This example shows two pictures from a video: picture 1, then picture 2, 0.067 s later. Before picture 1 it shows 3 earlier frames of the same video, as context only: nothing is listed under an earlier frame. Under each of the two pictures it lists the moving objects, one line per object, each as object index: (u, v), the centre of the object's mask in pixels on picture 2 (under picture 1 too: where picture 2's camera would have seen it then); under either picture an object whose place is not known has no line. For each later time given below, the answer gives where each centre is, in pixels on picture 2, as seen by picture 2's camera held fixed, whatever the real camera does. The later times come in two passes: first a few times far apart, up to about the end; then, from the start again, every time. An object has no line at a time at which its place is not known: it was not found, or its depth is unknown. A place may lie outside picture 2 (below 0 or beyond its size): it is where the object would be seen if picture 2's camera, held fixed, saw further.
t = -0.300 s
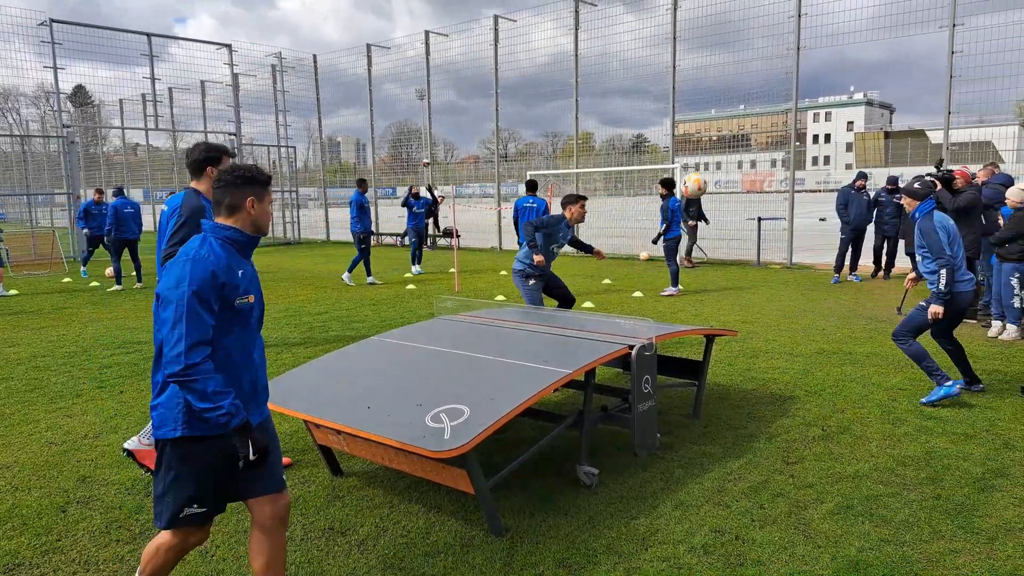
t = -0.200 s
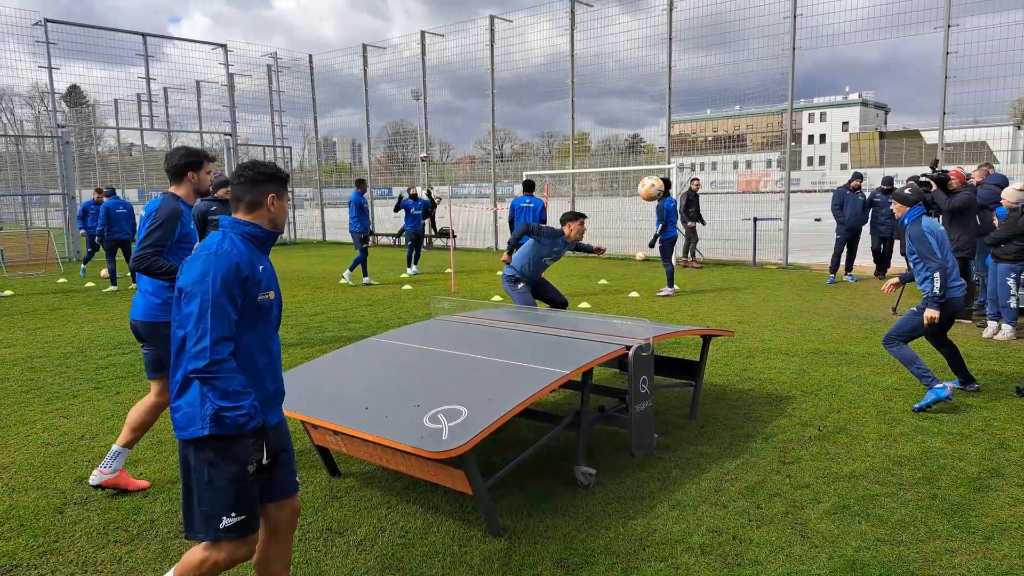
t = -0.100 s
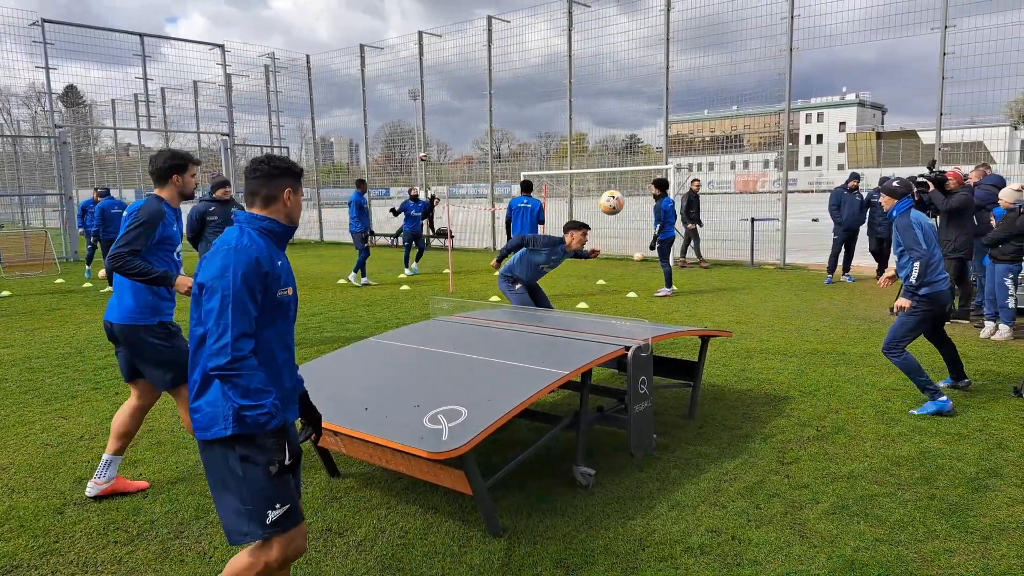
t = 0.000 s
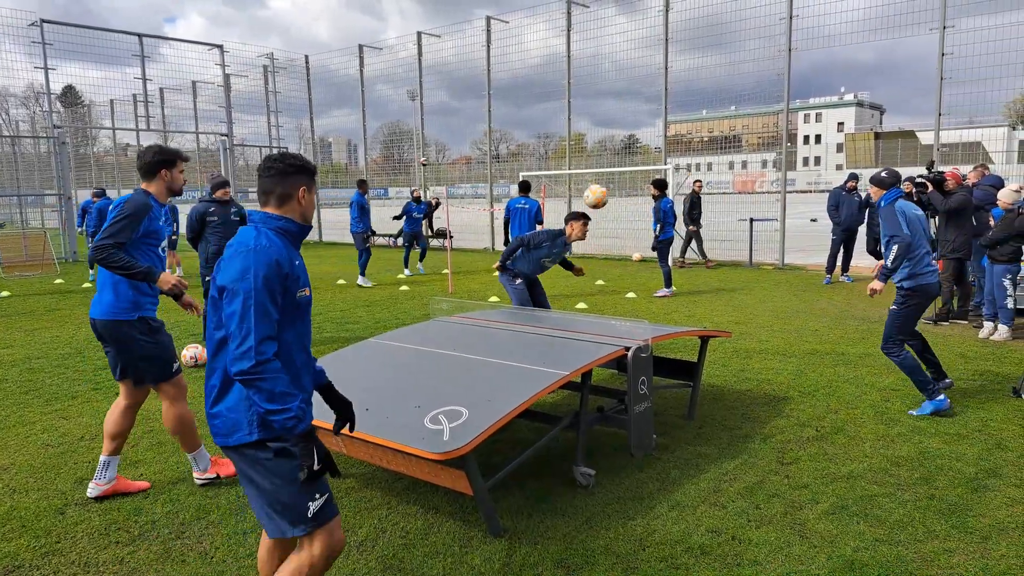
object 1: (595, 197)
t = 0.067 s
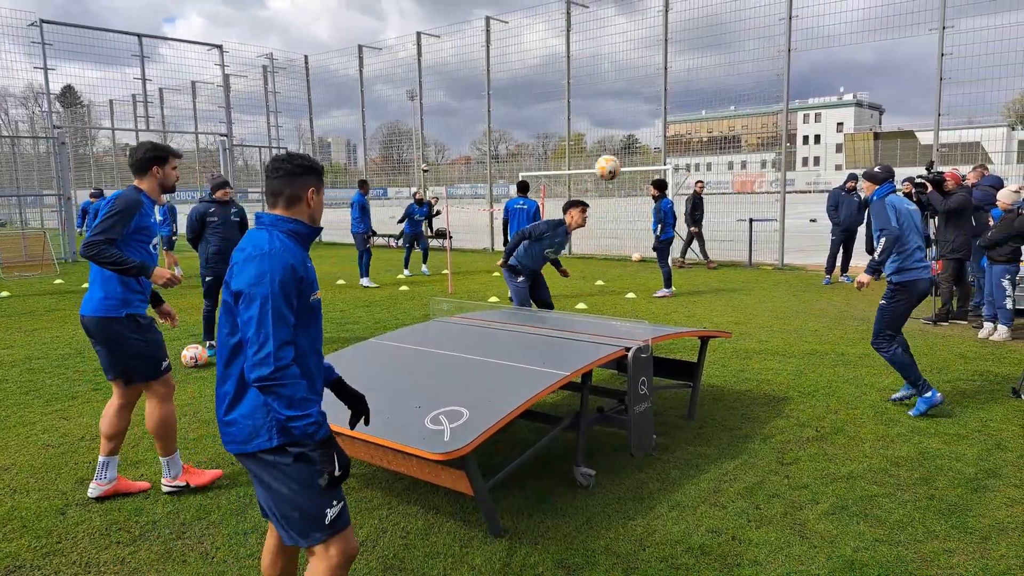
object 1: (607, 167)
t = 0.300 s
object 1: (654, 94)
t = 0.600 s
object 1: (727, 92)
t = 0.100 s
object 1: (614, 154)
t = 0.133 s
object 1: (620, 141)
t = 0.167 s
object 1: (627, 130)
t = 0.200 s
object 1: (633, 119)
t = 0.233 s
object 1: (640, 110)
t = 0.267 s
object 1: (647, 101)
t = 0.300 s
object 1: (654, 94)
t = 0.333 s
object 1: (662, 88)
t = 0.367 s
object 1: (669, 83)
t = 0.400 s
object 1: (677, 80)
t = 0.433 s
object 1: (685, 78)
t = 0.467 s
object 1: (693, 77)
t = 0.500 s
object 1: (701, 78)
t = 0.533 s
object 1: (710, 81)
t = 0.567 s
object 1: (718, 85)
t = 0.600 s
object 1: (727, 92)
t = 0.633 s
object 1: (735, 99)
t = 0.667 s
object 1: (745, 109)
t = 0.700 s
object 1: (754, 121)
